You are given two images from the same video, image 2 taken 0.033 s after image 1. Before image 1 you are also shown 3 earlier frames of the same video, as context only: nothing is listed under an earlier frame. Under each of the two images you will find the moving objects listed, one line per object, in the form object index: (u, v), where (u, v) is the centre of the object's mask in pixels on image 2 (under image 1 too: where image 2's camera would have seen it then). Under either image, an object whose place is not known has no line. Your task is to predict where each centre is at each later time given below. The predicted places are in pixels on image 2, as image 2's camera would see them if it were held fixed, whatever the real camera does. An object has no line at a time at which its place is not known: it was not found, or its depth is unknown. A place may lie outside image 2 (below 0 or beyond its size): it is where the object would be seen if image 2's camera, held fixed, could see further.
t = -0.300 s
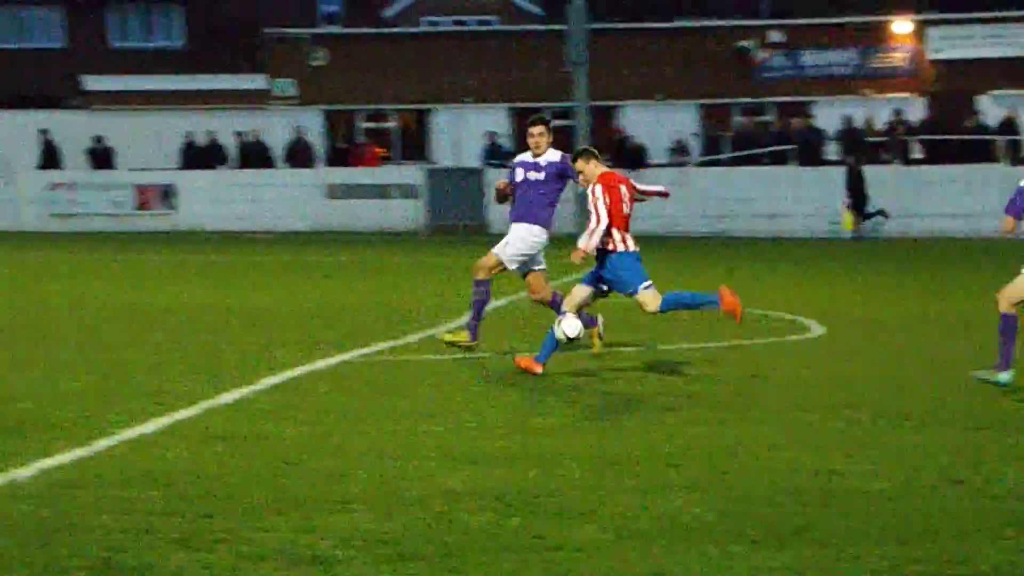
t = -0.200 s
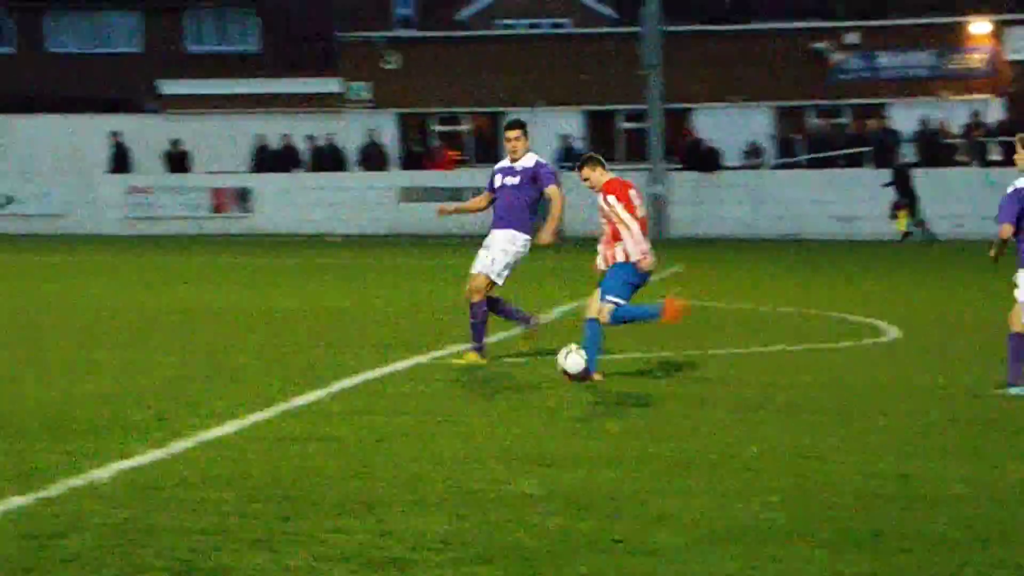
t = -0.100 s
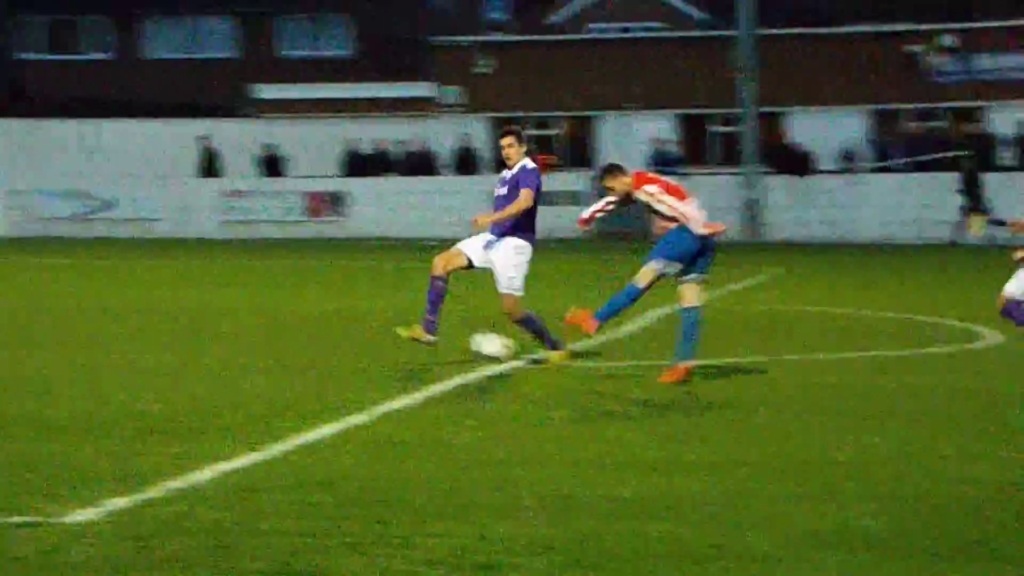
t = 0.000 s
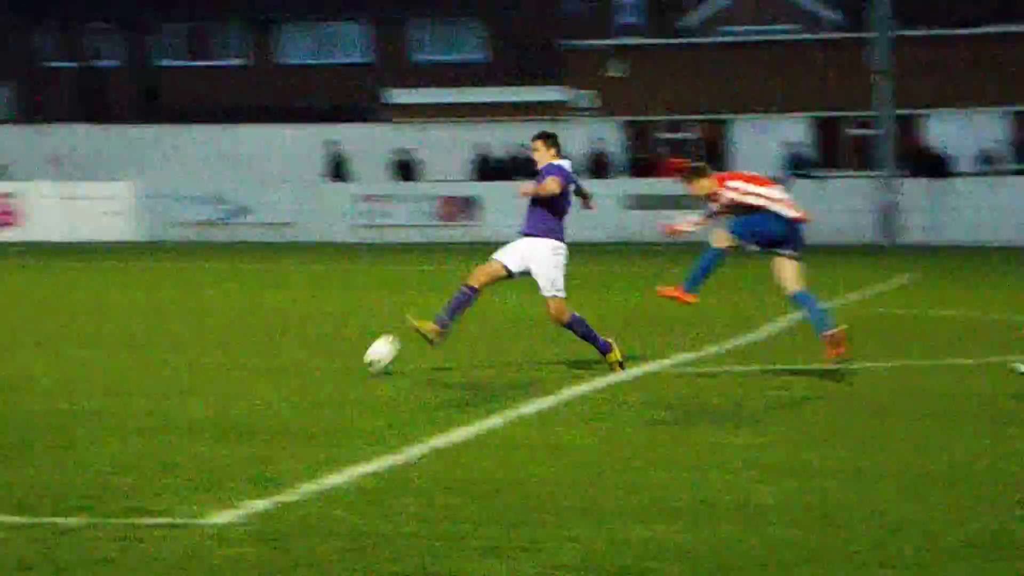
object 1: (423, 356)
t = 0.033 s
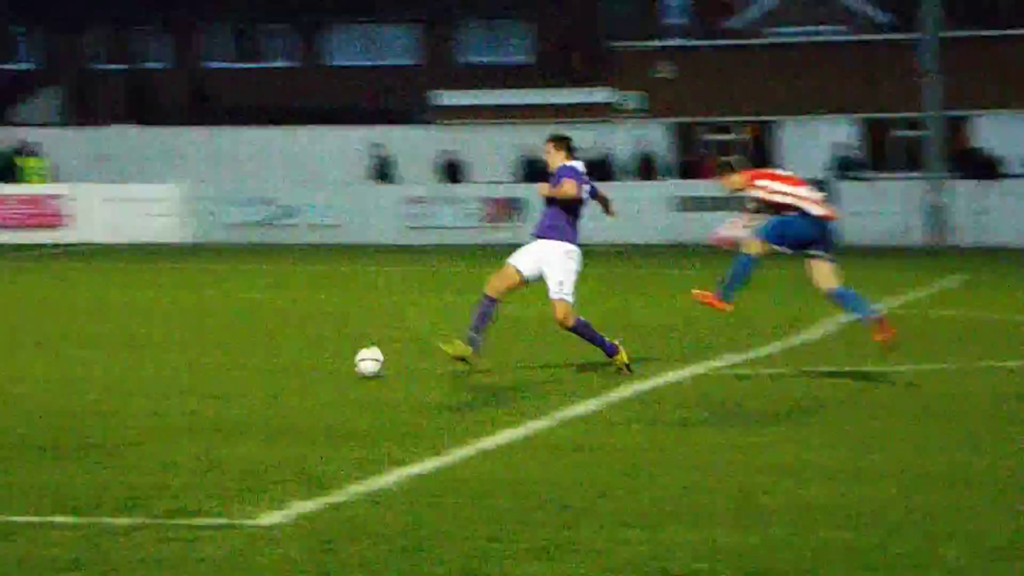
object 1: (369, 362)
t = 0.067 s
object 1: (324, 346)
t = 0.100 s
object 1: (275, 330)
